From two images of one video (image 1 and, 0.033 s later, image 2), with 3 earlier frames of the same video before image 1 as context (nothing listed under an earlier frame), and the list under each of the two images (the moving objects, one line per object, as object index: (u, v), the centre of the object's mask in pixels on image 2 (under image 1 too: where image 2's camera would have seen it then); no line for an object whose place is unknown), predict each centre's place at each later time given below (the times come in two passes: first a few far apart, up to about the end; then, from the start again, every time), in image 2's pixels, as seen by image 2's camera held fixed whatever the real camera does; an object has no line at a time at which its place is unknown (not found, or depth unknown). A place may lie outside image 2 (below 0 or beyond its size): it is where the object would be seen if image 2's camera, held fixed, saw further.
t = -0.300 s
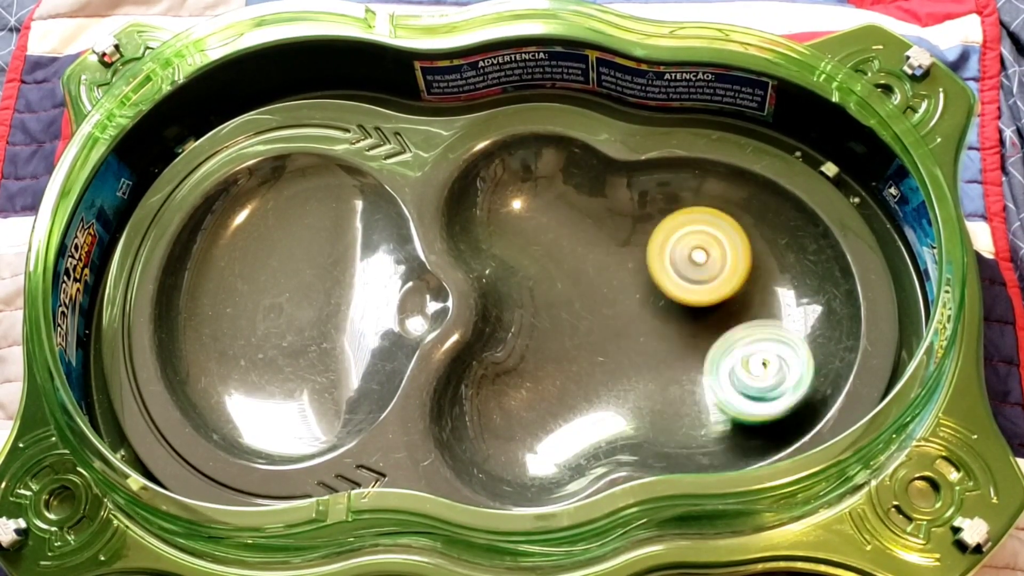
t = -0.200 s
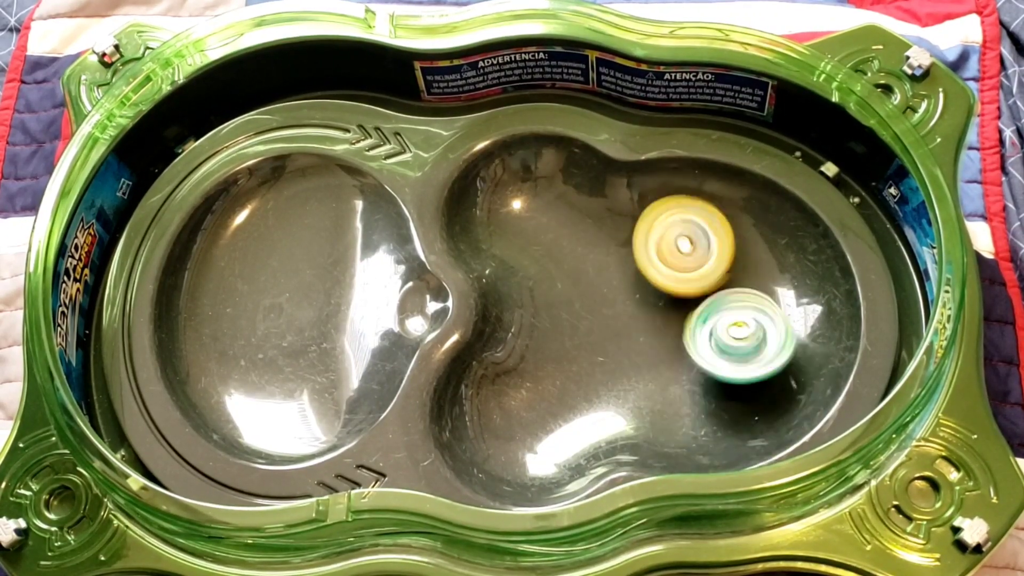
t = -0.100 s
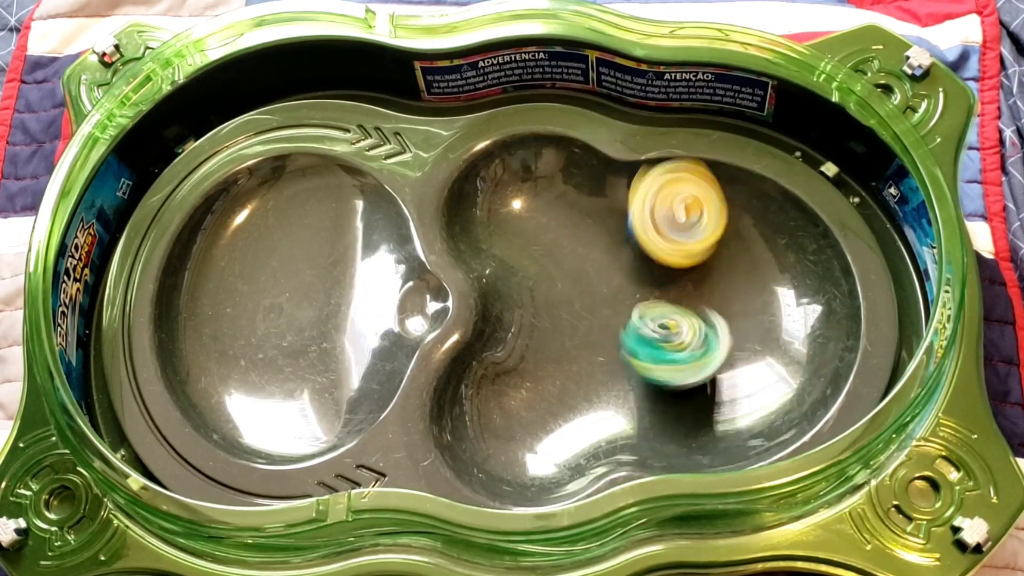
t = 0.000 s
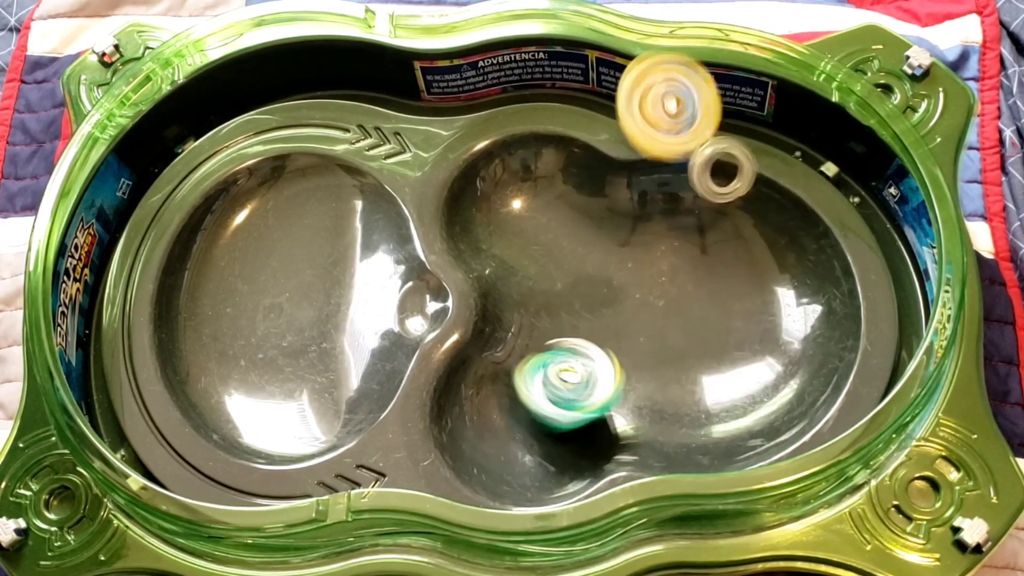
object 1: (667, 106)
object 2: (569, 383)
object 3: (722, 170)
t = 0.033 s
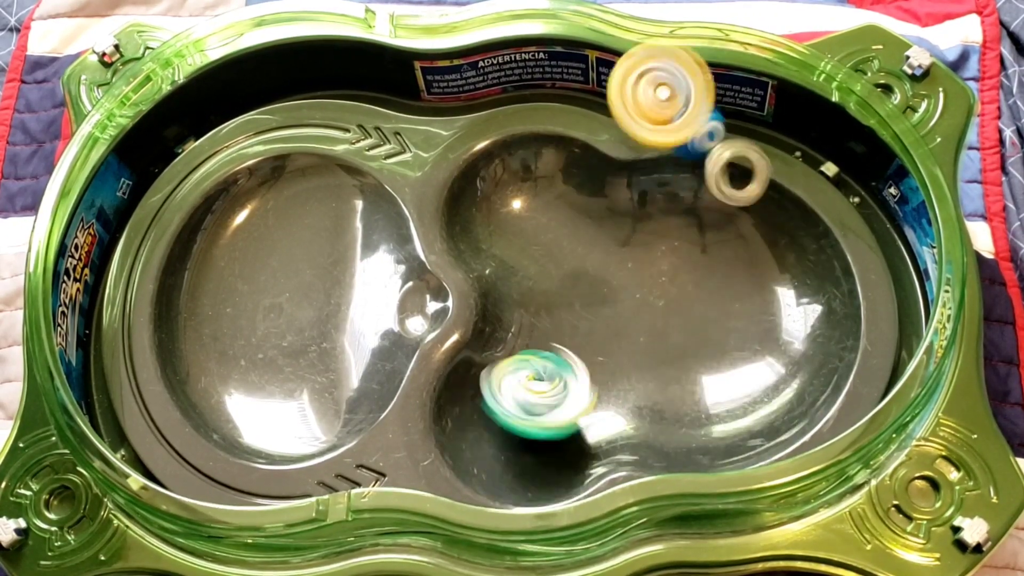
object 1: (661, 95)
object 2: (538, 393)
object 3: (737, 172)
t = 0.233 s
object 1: (569, 290)
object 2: (495, 421)
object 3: (751, 218)
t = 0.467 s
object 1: (706, 214)
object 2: (564, 381)
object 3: (622, 434)
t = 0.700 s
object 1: (756, 368)
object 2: (599, 233)
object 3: (504, 408)
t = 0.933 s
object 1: (607, 360)
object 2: (536, 211)
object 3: (551, 431)
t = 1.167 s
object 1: (671, 328)
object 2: (586, 271)
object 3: (542, 390)
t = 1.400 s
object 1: (758, 392)
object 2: (688, 313)
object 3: (564, 386)
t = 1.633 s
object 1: (752, 401)
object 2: (718, 319)
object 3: (571, 385)
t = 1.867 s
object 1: (709, 389)
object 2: (694, 290)
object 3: (575, 383)
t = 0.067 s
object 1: (648, 108)
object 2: (509, 399)
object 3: (749, 178)
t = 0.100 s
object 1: (636, 133)
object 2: (486, 402)
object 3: (756, 168)
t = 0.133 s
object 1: (625, 165)
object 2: (475, 406)
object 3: (762, 167)
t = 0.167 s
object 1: (608, 205)
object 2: (470, 411)
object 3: (764, 174)
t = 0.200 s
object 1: (586, 252)
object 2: (478, 417)
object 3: (762, 189)
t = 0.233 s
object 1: (569, 290)
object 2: (495, 421)
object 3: (751, 218)
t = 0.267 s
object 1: (553, 328)
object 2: (519, 422)
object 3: (732, 264)
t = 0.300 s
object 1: (570, 317)
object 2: (530, 426)
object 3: (712, 306)
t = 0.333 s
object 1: (601, 283)
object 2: (542, 435)
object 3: (690, 344)
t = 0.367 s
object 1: (632, 255)
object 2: (553, 432)
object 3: (671, 377)
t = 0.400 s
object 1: (659, 233)
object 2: (561, 420)
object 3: (650, 403)
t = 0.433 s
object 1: (681, 219)
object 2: (563, 404)
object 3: (636, 425)
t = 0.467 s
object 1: (706, 214)
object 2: (564, 381)
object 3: (622, 434)
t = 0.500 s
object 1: (725, 225)
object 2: (567, 354)
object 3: (602, 449)
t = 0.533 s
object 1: (744, 249)
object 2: (572, 331)
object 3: (582, 449)
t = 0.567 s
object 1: (756, 275)
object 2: (574, 308)
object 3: (557, 449)
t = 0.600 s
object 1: (768, 299)
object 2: (579, 288)
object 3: (537, 443)
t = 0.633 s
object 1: (772, 324)
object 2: (585, 272)
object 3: (521, 430)
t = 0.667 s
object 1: (770, 351)
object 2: (592, 252)
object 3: (510, 418)
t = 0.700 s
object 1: (756, 368)
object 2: (599, 233)
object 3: (504, 408)
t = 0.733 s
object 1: (736, 383)
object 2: (601, 211)
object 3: (504, 404)
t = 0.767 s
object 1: (709, 393)
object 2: (600, 193)
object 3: (507, 404)
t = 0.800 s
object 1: (679, 398)
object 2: (591, 183)
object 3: (519, 413)
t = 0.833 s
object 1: (653, 397)
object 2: (582, 181)
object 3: (532, 421)
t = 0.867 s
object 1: (626, 391)
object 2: (568, 188)
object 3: (543, 426)
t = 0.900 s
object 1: (610, 379)
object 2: (551, 197)
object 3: (549, 430)
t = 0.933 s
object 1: (607, 360)
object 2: (536, 211)
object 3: (551, 431)
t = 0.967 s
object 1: (605, 348)
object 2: (523, 225)
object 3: (547, 426)
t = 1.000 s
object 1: (606, 333)
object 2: (516, 234)
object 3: (547, 423)
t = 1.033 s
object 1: (608, 318)
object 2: (522, 247)
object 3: (540, 411)
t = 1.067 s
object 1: (615, 304)
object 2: (534, 257)
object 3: (540, 407)
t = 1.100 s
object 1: (626, 298)
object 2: (550, 264)
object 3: (542, 401)
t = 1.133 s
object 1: (648, 310)
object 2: (566, 267)
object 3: (540, 396)
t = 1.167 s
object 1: (671, 328)
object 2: (586, 271)
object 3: (542, 390)
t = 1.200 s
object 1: (691, 340)
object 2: (604, 279)
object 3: (540, 387)
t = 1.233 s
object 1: (707, 350)
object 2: (625, 287)
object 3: (540, 391)
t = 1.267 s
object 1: (718, 355)
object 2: (642, 298)
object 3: (543, 392)
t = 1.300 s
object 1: (725, 358)
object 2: (656, 308)
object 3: (556, 387)
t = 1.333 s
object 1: (730, 366)
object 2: (672, 312)
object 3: (559, 387)
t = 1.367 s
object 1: (742, 380)
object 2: (683, 315)
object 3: (561, 386)
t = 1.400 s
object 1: (758, 392)
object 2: (688, 313)
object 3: (564, 386)
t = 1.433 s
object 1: (767, 400)
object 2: (696, 313)
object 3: (566, 386)
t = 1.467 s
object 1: (767, 401)
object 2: (703, 315)
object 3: (567, 386)
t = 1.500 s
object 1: (764, 399)
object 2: (705, 322)
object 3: (568, 385)
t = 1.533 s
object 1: (759, 398)
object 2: (709, 325)
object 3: (569, 385)
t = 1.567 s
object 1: (758, 400)
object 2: (711, 326)
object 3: (569, 385)
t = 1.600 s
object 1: (755, 401)
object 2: (714, 320)
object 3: (570, 385)
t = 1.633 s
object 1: (752, 401)
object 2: (718, 319)
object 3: (571, 385)
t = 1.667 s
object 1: (748, 401)
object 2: (716, 315)
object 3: (571, 385)
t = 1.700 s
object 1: (742, 403)
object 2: (719, 310)
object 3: (572, 384)
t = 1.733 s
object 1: (735, 400)
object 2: (716, 309)
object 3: (572, 384)
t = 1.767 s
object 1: (728, 395)
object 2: (711, 306)
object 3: (573, 384)
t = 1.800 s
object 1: (720, 392)
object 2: (704, 304)
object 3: (573, 384)
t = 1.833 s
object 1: (714, 390)
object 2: (696, 296)
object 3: (574, 384)
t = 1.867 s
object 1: (709, 389)
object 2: (694, 290)
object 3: (575, 383)
